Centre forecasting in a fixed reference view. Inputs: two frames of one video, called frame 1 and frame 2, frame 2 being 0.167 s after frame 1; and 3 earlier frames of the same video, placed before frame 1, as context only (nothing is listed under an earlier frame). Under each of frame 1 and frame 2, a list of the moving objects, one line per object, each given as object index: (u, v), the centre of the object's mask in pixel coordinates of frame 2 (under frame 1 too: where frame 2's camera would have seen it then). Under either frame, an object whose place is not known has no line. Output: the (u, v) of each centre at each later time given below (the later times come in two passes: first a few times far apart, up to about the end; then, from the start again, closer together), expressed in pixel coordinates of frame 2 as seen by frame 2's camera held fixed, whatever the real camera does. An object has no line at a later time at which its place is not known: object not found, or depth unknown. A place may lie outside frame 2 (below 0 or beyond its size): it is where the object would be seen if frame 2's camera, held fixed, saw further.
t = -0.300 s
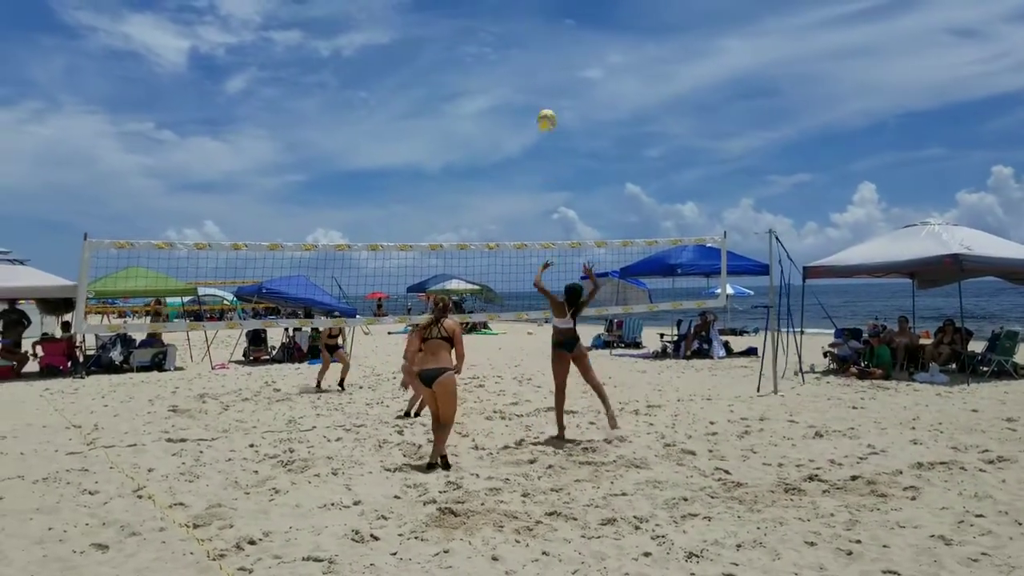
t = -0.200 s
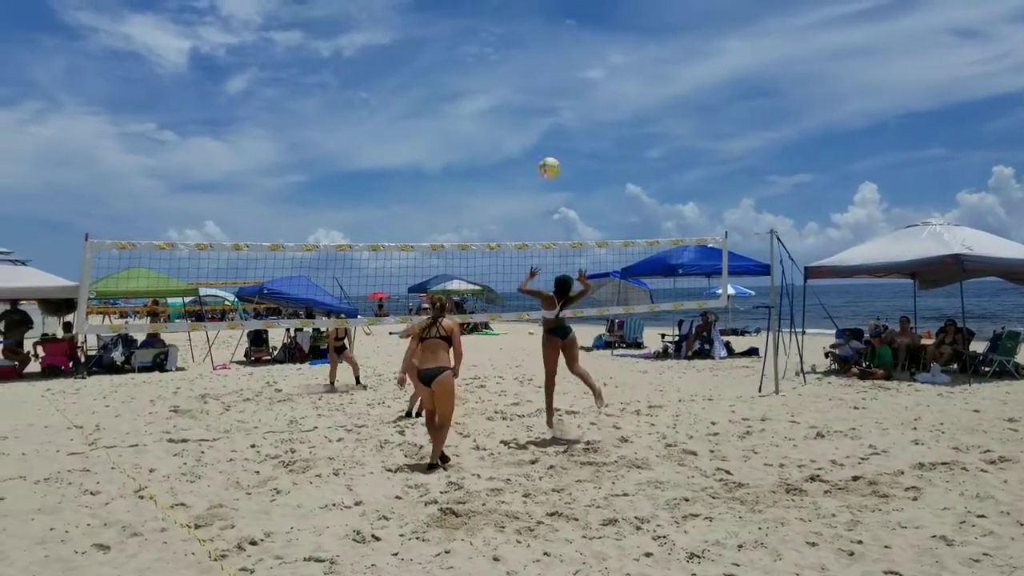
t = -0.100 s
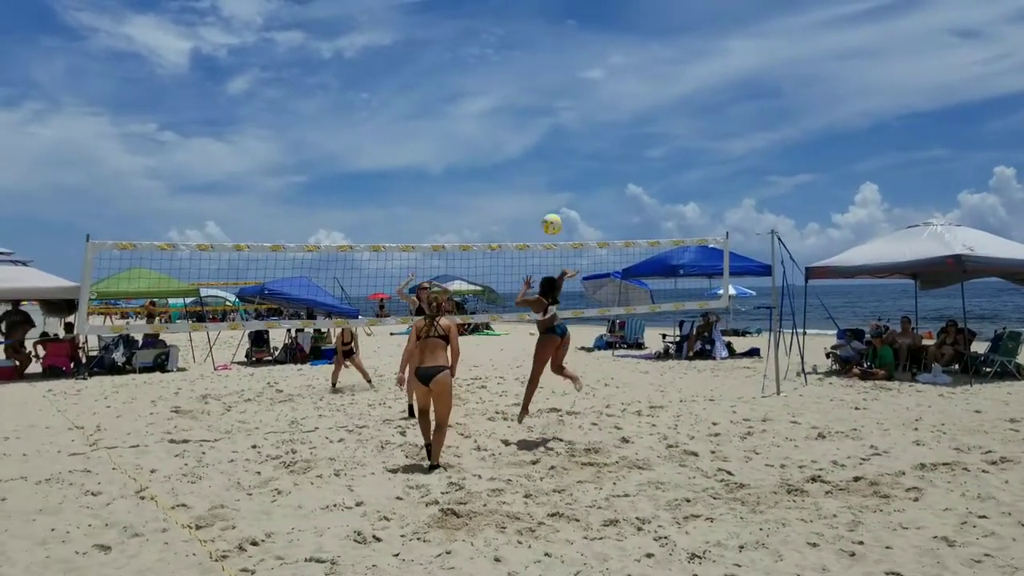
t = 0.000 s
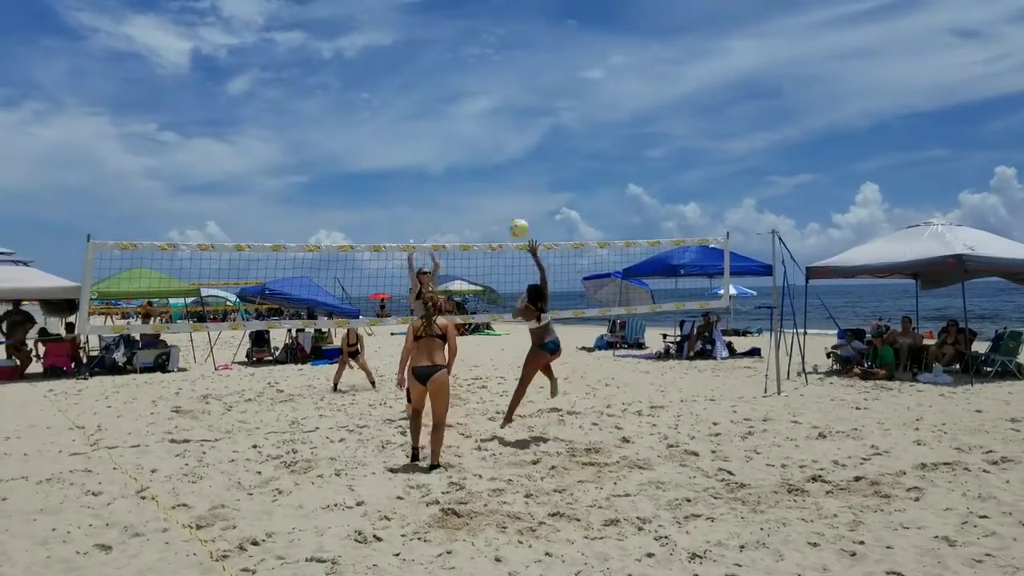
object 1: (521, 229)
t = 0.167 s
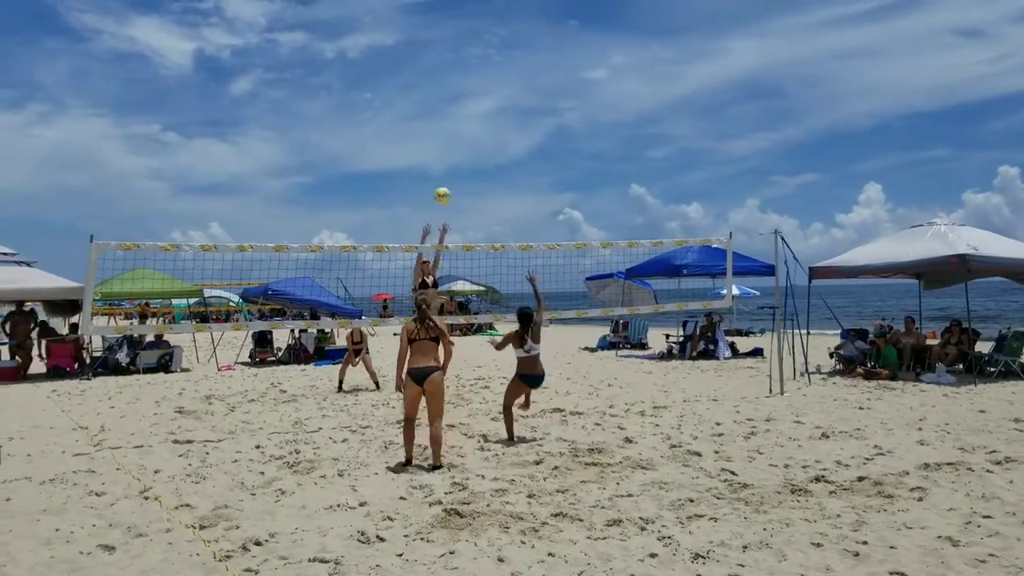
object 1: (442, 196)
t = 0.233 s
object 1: (416, 191)
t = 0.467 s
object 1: (338, 203)
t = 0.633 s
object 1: (295, 232)
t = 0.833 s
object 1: (252, 283)
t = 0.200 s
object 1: (429, 193)
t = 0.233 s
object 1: (416, 191)
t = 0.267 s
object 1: (403, 191)
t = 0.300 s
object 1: (391, 191)
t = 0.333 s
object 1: (380, 191)
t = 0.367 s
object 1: (369, 193)
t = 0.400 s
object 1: (358, 196)
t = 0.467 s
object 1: (338, 203)
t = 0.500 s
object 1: (329, 208)
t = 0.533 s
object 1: (320, 213)
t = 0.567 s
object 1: (312, 219)
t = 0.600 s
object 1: (303, 226)
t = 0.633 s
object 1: (295, 232)
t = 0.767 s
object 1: (266, 264)
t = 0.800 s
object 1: (259, 274)
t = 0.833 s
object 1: (252, 283)
